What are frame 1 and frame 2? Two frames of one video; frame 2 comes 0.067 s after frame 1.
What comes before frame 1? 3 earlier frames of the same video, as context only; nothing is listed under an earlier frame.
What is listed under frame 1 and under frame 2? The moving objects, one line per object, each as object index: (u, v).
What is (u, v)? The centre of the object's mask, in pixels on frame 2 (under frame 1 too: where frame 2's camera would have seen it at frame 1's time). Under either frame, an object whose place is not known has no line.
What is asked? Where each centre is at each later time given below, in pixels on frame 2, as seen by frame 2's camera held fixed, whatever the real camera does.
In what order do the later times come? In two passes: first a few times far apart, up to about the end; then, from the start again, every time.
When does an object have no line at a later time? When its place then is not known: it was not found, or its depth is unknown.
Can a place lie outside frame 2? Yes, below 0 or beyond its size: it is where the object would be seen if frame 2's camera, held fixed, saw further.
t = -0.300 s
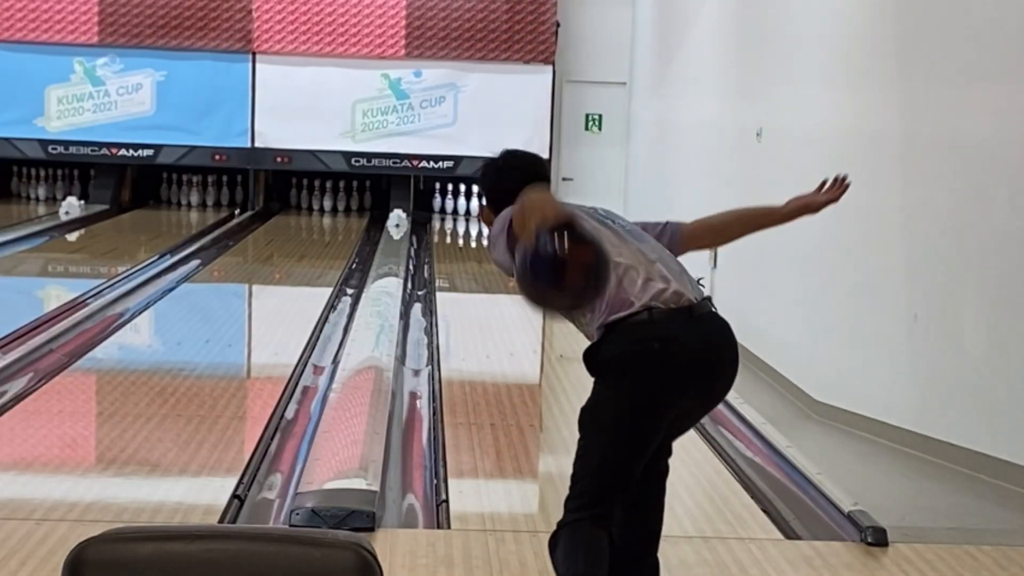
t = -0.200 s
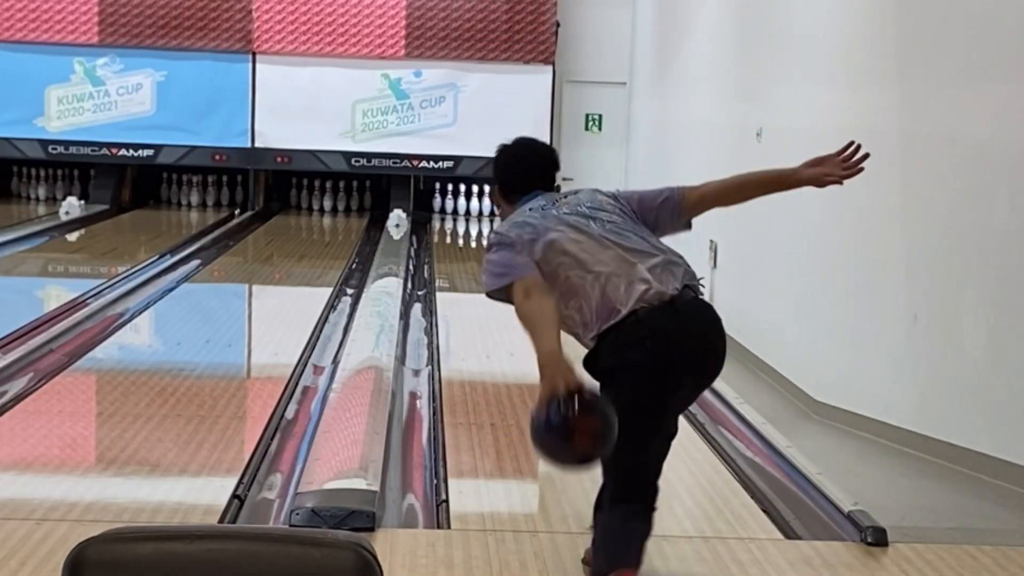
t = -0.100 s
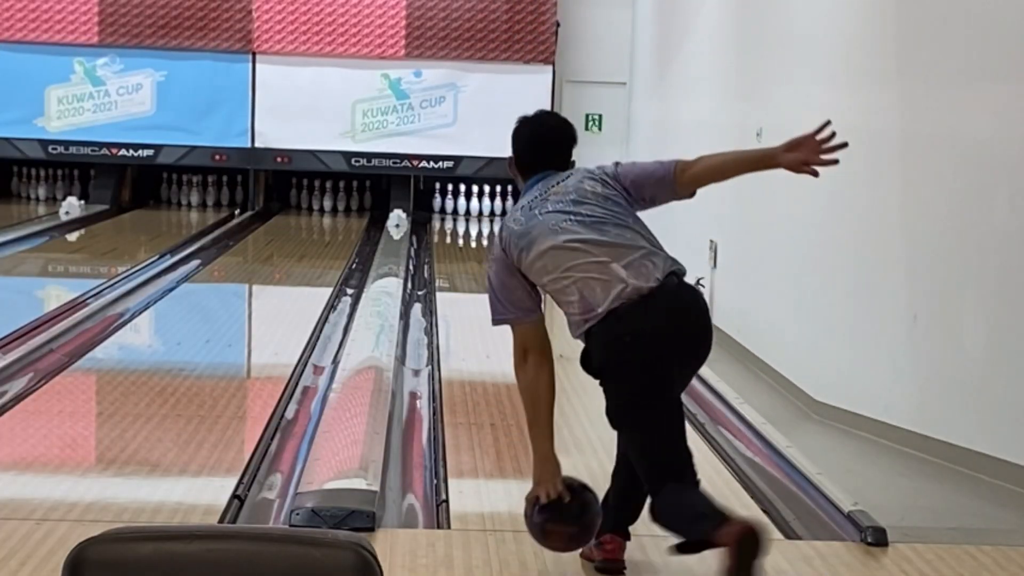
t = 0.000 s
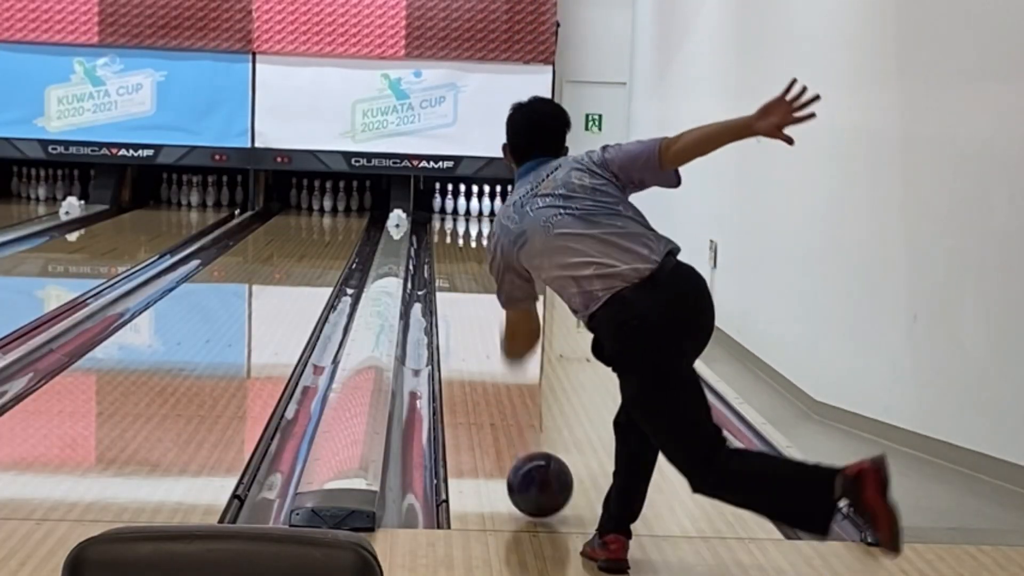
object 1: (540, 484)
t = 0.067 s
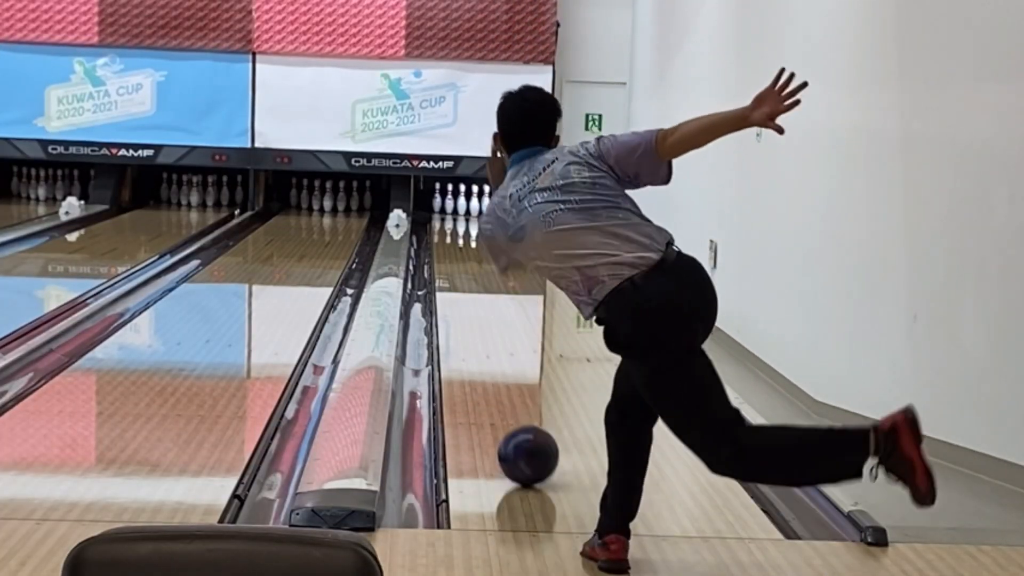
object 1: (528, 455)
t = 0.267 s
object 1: (503, 387)
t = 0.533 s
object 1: (482, 329)
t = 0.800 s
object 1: (469, 291)
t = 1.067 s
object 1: (462, 265)
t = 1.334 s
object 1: (457, 246)
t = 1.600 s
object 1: (455, 231)
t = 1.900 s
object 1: (459, 218)
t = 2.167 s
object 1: (467, 210)
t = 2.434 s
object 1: (464, 207)
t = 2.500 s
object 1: (461, 205)
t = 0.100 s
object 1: (523, 442)
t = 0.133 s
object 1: (518, 429)
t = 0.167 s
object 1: (514, 418)
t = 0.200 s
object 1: (510, 407)
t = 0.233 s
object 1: (506, 397)
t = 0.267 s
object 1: (503, 387)
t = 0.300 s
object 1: (500, 378)
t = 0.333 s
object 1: (497, 370)
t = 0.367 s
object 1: (494, 362)
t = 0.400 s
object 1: (491, 355)
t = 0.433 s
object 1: (489, 348)
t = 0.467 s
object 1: (487, 341)
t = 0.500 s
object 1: (484, 335)
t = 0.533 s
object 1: (482, 329)
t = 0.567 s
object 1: (480, 323)
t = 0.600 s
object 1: (478, 318)
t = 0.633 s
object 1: (477, 313)
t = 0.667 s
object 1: (475, 308)
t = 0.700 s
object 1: (474, 304)
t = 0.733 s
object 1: (472, 299)
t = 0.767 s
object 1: (469, 297)
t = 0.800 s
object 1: (469, 291)
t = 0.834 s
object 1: (469, 287)
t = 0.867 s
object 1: (467, 284)
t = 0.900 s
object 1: (466, 280)
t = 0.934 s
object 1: (465, 277)
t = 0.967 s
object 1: (464, 274)
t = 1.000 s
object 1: (463, 271)
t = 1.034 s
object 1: (463, 268)
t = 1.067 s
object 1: (462, 265)
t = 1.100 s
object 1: (461, 262)
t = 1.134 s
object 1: (460, 260)
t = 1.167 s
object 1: (460, 257)
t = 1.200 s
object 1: (459, 255)
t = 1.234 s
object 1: (459, 252)
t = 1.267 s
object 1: (458, 250)
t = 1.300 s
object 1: (458, 248)
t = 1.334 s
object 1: (457, 246)
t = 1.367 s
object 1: (457, 244)
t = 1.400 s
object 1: (457, 242)
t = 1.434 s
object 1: (457, 240)
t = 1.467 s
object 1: (457, 238)
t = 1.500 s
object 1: (457, 236)
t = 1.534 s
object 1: (456, 234)
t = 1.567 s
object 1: (456, 232)
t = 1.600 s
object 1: (455, 231)
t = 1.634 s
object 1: (456, 229)
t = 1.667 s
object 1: (456, 227)
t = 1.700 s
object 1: (456, 226)
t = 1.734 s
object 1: (456, 225)
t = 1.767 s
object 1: (457, 223)
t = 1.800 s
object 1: (457, 222)
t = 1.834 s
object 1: (458, 220)
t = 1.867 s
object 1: (459, 219)
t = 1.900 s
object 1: (459, 218)
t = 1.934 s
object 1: (460, 217)
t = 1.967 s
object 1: (461, 216)
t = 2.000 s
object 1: (461, 215)
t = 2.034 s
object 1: (462, 214)
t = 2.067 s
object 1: (463, 213)
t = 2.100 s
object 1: (465, 212)
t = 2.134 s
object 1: (465, 211)
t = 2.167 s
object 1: (467, 210)
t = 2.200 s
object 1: (467, 209)
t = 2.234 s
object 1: (467, 209)
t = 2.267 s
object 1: (466, 209)
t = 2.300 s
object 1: (467, 208)
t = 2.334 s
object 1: (466, 207)
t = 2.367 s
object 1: (464, 207)
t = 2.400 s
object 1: (463, 206)
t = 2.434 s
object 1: (464, 207)
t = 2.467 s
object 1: (462, 206)
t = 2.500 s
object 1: (461, 205)
